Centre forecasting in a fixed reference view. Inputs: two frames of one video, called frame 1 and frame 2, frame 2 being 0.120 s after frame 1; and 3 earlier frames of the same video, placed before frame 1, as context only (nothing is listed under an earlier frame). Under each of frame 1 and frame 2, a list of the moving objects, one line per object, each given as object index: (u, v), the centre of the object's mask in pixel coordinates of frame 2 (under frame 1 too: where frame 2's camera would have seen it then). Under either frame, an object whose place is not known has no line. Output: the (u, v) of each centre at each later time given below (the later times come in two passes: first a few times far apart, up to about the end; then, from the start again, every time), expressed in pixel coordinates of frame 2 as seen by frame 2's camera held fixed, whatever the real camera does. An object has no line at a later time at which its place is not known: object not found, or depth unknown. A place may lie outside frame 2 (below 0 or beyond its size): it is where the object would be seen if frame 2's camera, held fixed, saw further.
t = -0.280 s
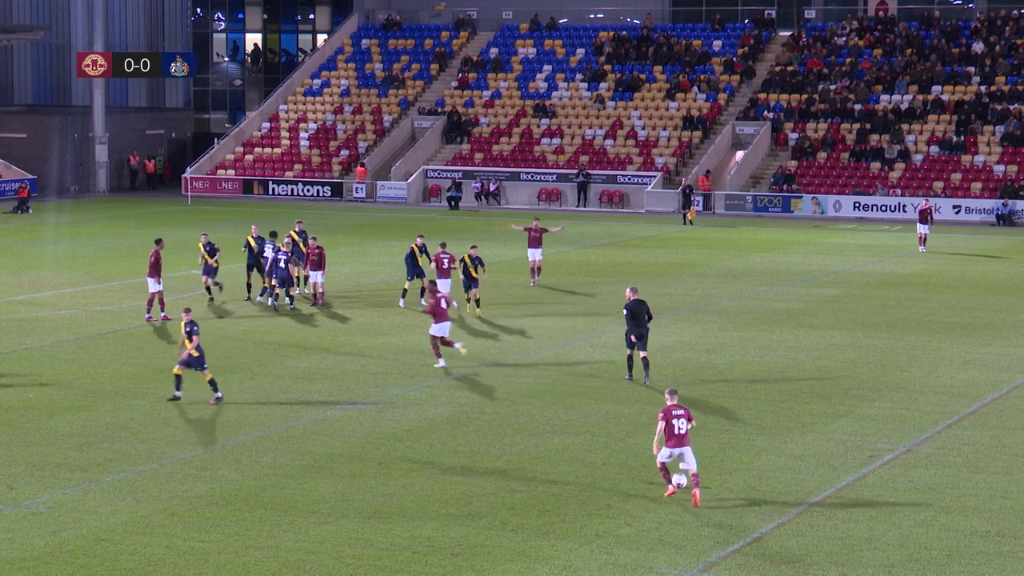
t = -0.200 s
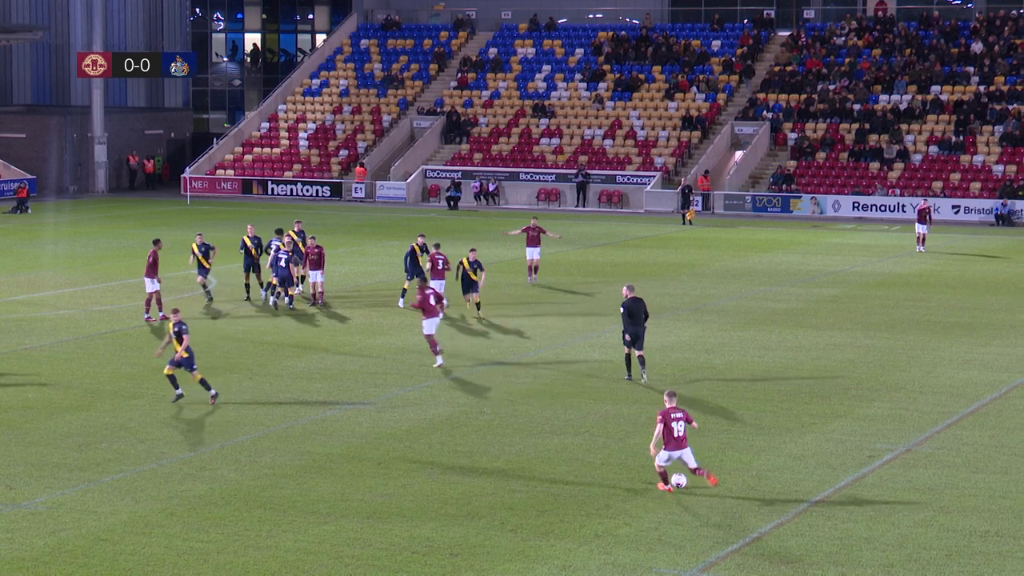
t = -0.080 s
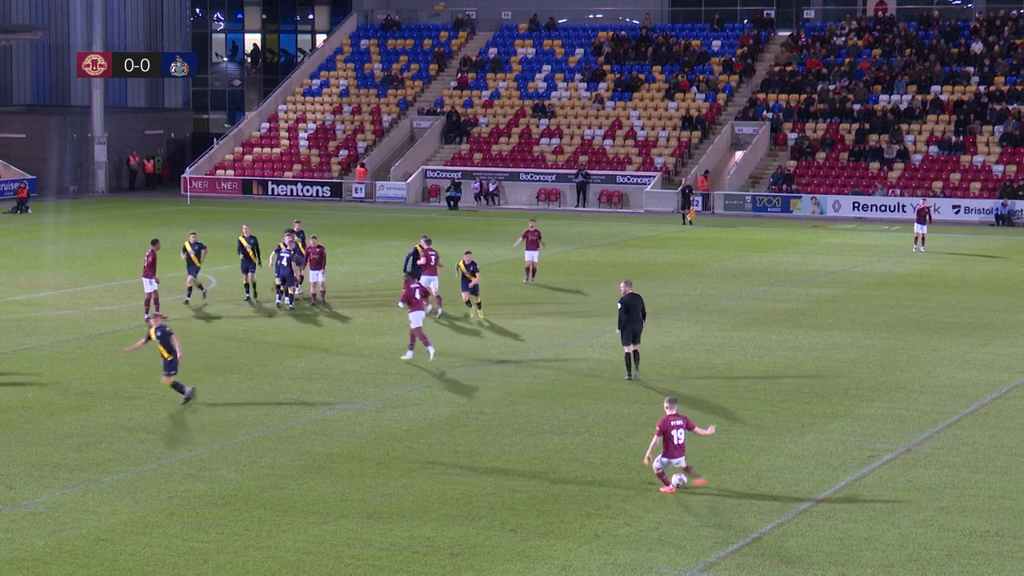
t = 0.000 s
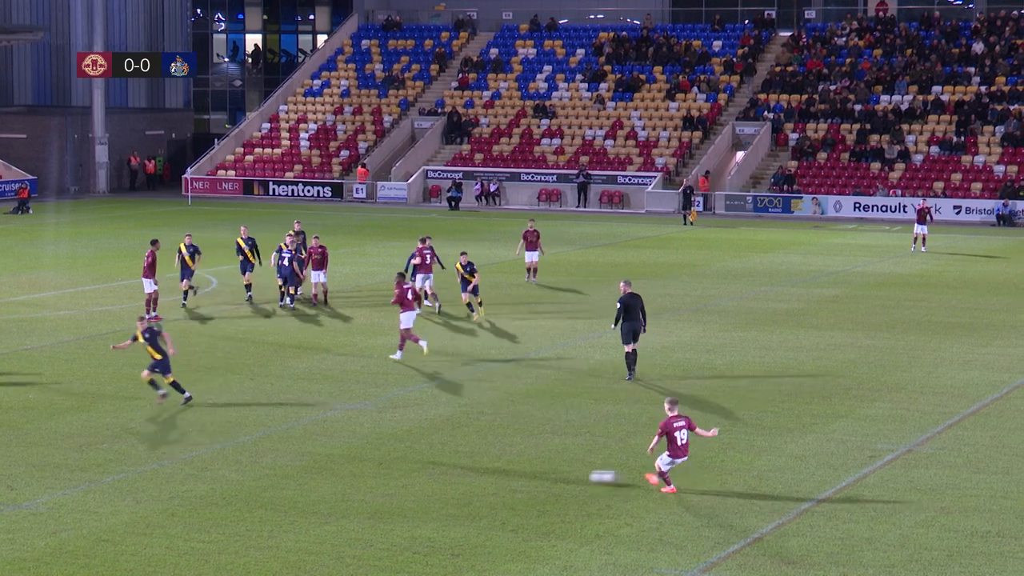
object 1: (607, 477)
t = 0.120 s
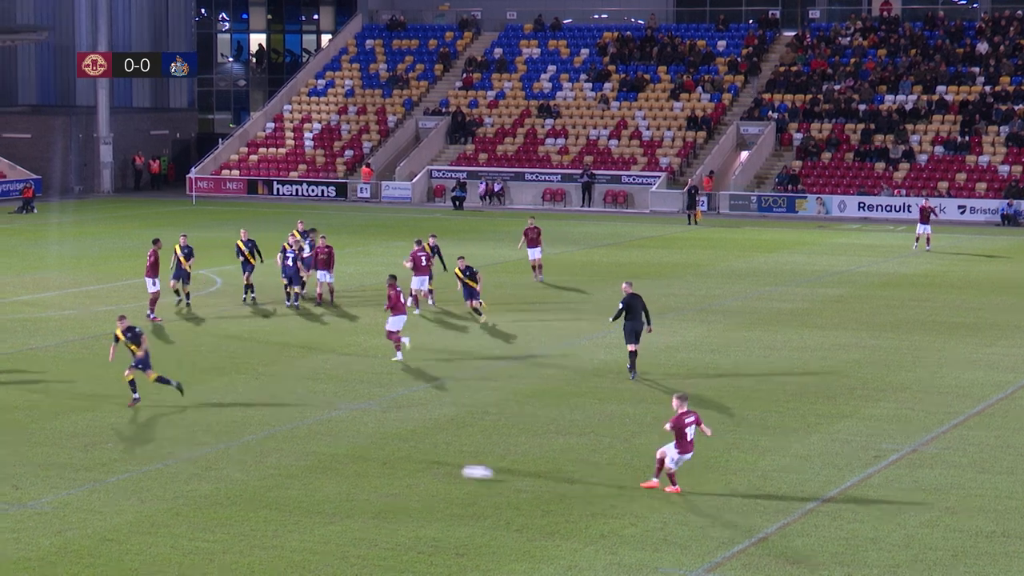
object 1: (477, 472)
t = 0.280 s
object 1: (318, 466)
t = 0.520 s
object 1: (101, 468)
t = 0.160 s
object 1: (434, 471)
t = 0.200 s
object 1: (393, 471)
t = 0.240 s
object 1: (355, 468)
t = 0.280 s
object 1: (318, 466)
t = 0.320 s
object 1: (282, 467)
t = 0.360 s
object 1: (242, 467)
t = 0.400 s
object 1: (205, 467)
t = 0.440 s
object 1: (167, 468)
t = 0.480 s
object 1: (133, 469)
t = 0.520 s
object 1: (101, 468)
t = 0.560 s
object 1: (70, 467)
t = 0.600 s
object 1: (40, 466)
